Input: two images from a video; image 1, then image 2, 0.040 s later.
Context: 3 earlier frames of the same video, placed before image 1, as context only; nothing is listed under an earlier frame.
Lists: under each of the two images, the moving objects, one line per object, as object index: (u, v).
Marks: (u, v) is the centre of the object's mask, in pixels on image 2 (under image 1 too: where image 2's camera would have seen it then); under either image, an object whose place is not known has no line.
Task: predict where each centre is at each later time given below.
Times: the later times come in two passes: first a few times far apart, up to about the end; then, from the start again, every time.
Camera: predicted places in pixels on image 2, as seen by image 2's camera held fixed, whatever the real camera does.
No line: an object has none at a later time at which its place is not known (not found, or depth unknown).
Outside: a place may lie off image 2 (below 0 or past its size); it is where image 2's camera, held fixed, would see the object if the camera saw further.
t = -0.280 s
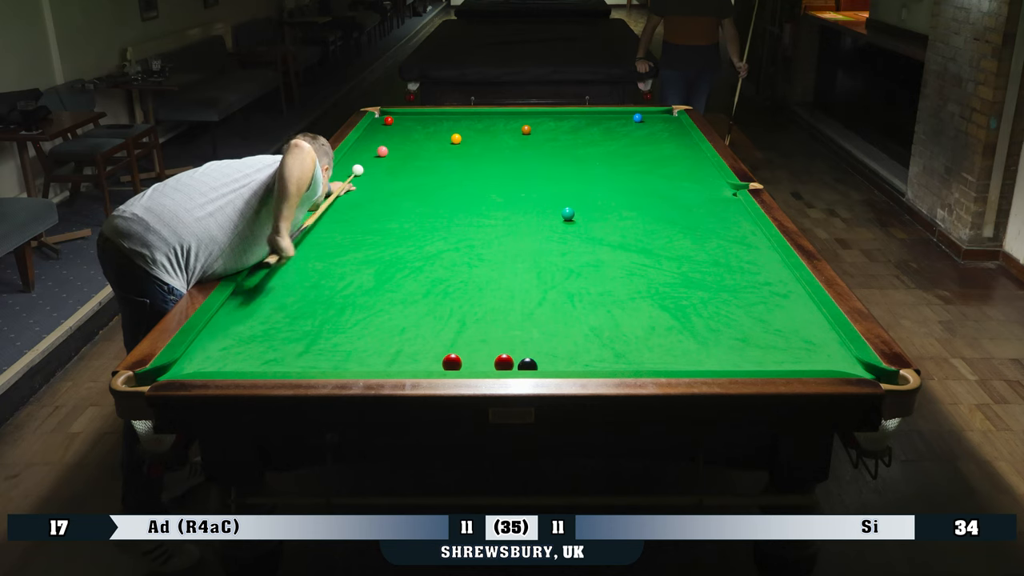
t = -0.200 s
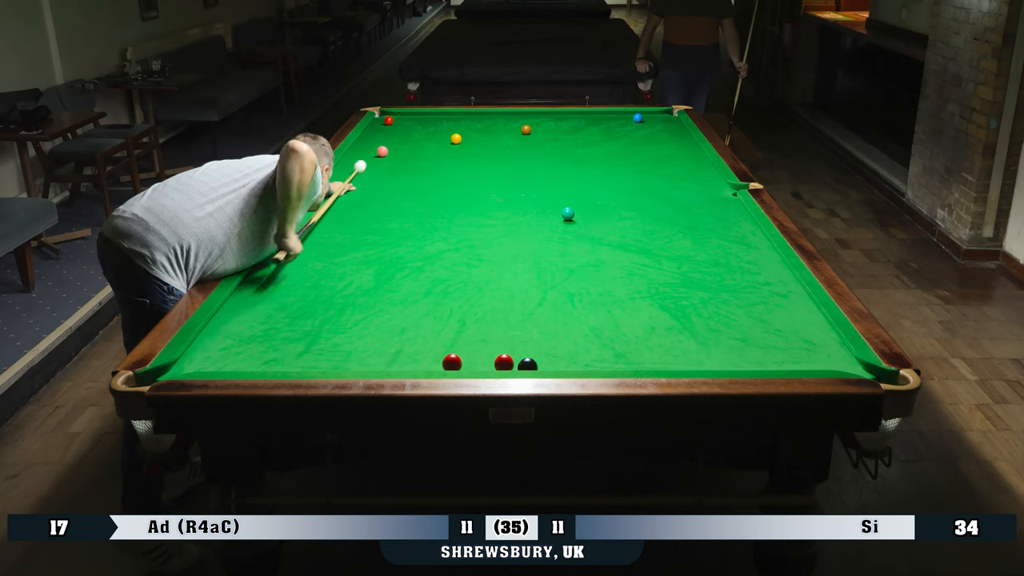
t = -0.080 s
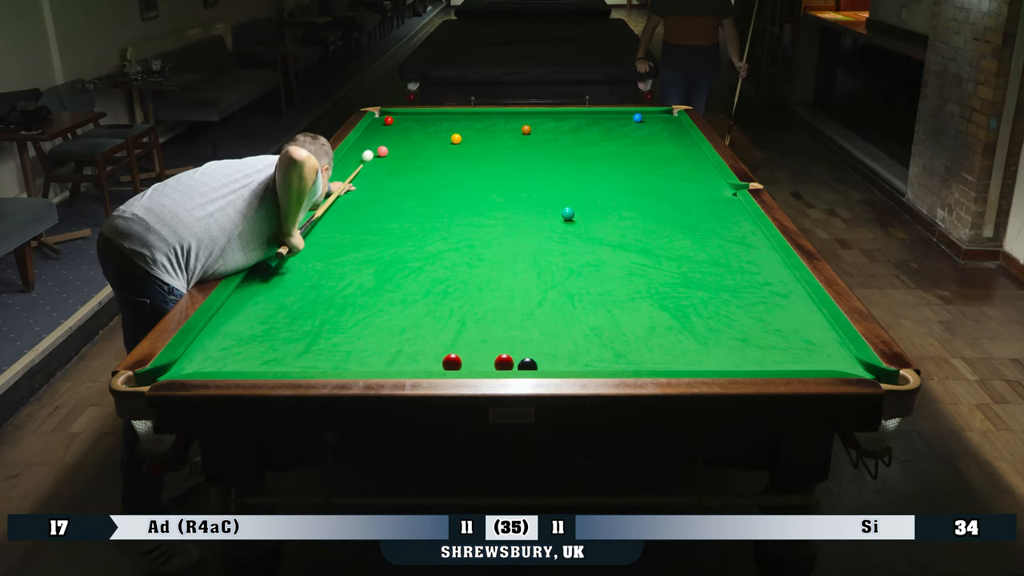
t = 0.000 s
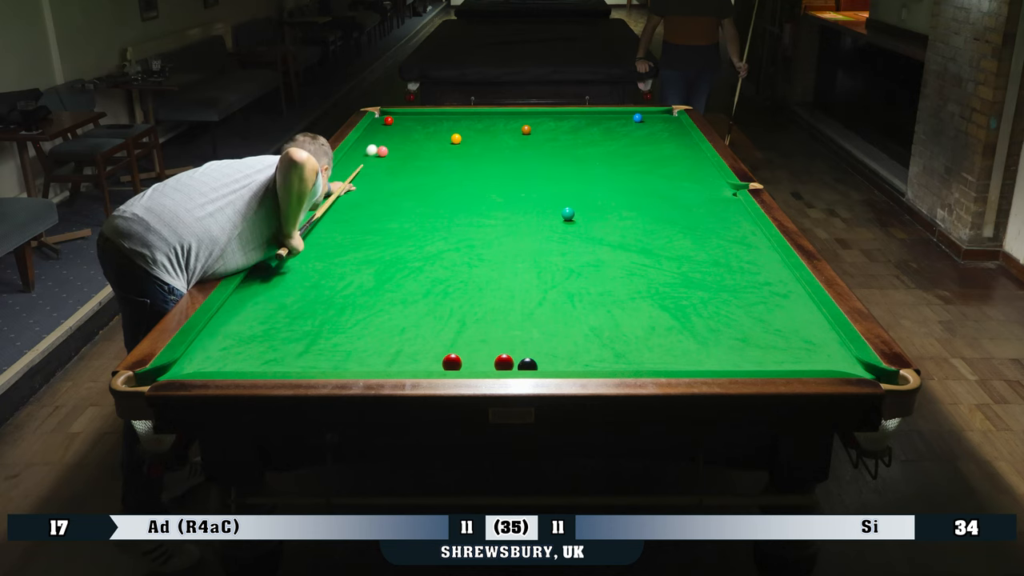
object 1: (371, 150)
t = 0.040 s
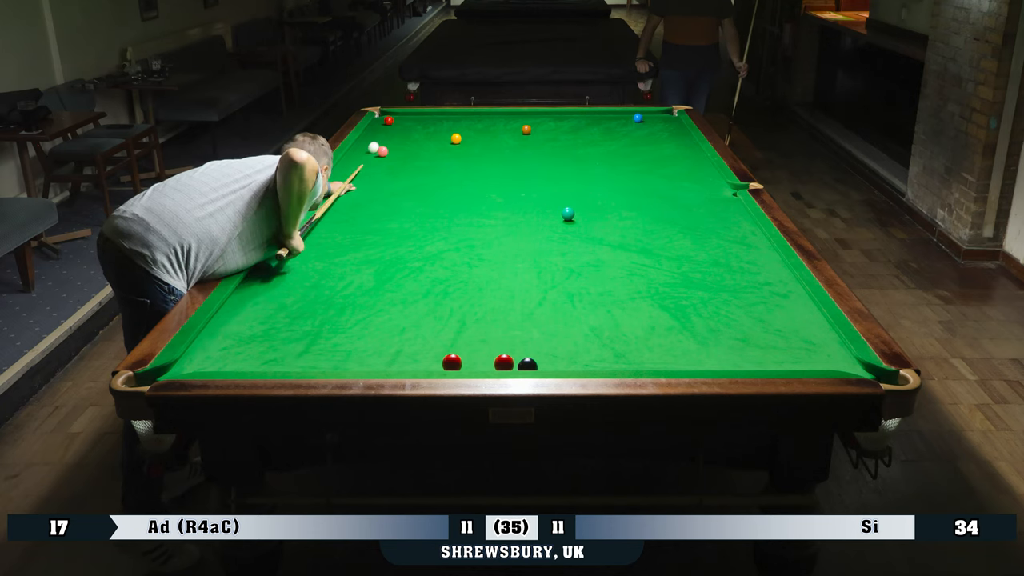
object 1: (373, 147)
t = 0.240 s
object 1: (382, 135)
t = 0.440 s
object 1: (389, 125)
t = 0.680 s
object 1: (406, 119)
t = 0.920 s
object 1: (423, 115)
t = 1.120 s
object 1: (436, 112)
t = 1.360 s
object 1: (446, 114)
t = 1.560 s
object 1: (452, 116)
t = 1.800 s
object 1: (461, 118)
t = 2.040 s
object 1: (468, 119)
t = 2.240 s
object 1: (473, 121)
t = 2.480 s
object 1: (480, 122)
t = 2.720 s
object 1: (485, 124)
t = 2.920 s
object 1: (489, 125)
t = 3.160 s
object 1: (494, 126)
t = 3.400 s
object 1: (497, 126)
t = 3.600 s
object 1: (500, 127)
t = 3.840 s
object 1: (502, 128)
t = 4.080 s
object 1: (504, 128)
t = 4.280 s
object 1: (505, 128)
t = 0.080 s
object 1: (375, 145)
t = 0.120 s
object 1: (376, 142)
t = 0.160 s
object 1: (378, 140)
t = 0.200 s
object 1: (380, 138)
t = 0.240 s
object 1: (382, 135)
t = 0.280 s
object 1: (383, 133)
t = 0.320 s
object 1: (385, 131)
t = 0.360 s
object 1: (386, 129)
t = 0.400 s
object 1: (388, 127)
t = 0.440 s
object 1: (389, 125)
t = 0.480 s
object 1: (390, 123)
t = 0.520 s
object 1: (393, 122)
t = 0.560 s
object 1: (396, 121)
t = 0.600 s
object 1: (400, 121)
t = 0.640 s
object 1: (403, 120)
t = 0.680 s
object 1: (406, 119)
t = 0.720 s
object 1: (409, 119)
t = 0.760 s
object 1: (412, 118)
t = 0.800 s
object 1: (415, 117)
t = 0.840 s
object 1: (418, 117)
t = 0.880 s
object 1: (420, 116)
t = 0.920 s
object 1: (423, 115)
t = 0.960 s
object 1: (426, 115)
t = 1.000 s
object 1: (428, 114)
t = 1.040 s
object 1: (431, 114)
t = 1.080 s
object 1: (434, 113)
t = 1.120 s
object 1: (436, 112)
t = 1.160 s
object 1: (438, 112)
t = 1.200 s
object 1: (439, 113)
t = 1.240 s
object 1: (441, 113)
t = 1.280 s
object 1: (442, 114)
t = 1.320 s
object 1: (444, 114)
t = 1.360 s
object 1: (446, 114)
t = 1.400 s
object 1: (447, 115)
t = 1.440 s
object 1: (448, 115)
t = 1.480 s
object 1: (450, 115)
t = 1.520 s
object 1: (451, 116)
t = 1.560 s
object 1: (452, 116)
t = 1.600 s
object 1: (454, 116)
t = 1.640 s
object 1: (455, 116)
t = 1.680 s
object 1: (456, 117)
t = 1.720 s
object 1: (458, 117)
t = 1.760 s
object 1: (459, 117)
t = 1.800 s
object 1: (461, 118)
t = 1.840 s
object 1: (462, 118)
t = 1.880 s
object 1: (463, 118)
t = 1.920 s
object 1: (464, 119)
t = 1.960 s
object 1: (465, 119)
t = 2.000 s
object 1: (467, 119)
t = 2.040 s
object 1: (468, 119)
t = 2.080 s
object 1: (469, 120)
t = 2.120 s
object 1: (470, 120)
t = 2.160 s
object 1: (471, 120)
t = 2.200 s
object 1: (472, 121)
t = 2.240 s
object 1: (473, 121)
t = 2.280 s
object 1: (474, 121)
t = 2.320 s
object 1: (476, 121)
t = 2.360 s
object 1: (477, 122)
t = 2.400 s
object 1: (478, 122)
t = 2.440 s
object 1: (479, 122)
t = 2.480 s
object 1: (480, 122)
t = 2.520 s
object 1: (481, 123)
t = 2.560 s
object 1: (481, 123)
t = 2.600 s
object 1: (482, 123)
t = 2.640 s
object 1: (483, 123)
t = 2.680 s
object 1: (484, 123)
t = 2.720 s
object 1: (485, 124)
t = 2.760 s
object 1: (486, 124)
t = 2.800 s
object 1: (487, 124)
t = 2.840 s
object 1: (488, 124)
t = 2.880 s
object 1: (488, 124)
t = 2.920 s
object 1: (489, 125)
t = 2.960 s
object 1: (490, 125)
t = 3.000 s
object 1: (491, 125)
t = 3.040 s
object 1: (491, 125)
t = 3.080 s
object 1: (492, 125)
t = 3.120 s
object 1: (493, 126)
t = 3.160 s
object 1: (494, 126)
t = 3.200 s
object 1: (494, 126)
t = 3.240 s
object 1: (495, 126)
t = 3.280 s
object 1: (495, 126)
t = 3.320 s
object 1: (496, 126)
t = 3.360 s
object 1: (497, 126)
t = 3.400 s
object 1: (497, 126)
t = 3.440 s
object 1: (498, 127)
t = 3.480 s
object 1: (498, 127)
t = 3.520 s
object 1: (499, 127)
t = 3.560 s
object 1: (499, 127)
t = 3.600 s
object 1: (500, 127)
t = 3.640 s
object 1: (500, 127)
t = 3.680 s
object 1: (501, 127)
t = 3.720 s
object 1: (501, 127)
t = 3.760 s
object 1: (502, 128)
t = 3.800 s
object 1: (502, 128)
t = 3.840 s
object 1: (502, 128)
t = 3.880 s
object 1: (502, 128)
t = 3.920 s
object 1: (503, 128)
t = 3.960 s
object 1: (503, 128)
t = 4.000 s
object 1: (504, 128)
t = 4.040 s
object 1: (504, 128)
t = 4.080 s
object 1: (504, 128)
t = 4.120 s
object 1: (504, 128)
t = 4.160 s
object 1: (505, 128)
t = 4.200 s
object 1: (505, 128)
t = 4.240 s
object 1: (505, 128)
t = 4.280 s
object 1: (505, 128)
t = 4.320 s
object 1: (505, 128)
